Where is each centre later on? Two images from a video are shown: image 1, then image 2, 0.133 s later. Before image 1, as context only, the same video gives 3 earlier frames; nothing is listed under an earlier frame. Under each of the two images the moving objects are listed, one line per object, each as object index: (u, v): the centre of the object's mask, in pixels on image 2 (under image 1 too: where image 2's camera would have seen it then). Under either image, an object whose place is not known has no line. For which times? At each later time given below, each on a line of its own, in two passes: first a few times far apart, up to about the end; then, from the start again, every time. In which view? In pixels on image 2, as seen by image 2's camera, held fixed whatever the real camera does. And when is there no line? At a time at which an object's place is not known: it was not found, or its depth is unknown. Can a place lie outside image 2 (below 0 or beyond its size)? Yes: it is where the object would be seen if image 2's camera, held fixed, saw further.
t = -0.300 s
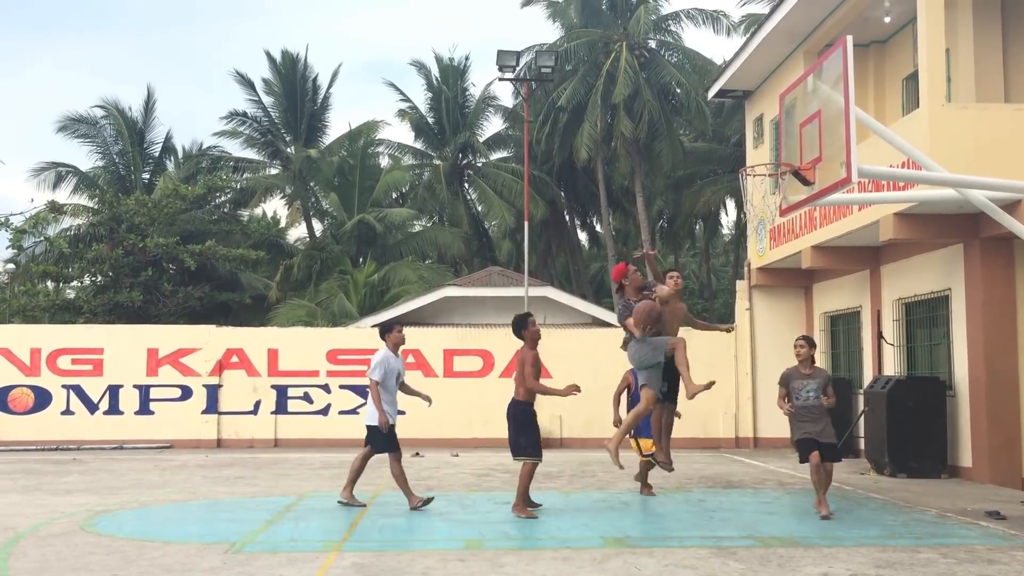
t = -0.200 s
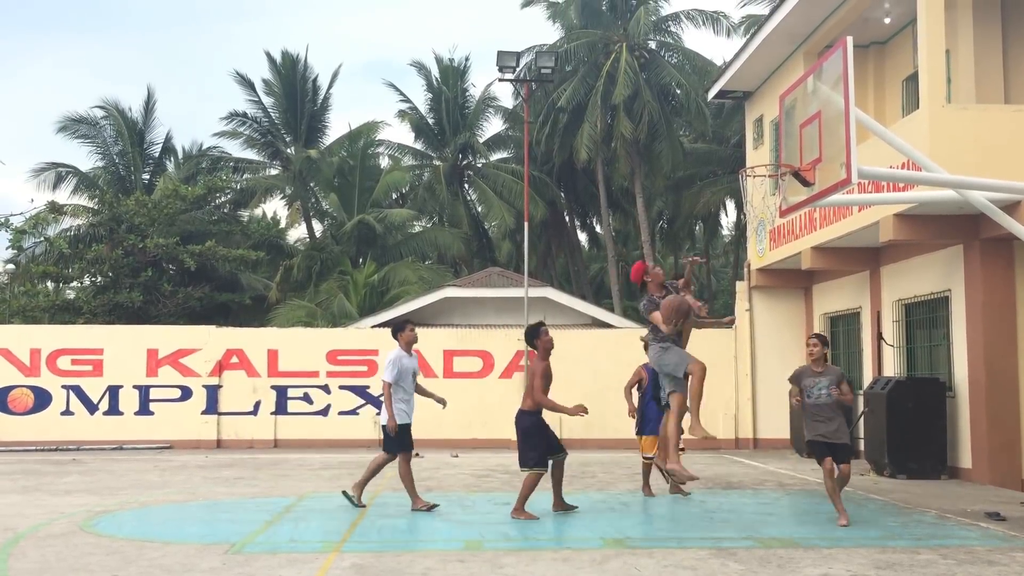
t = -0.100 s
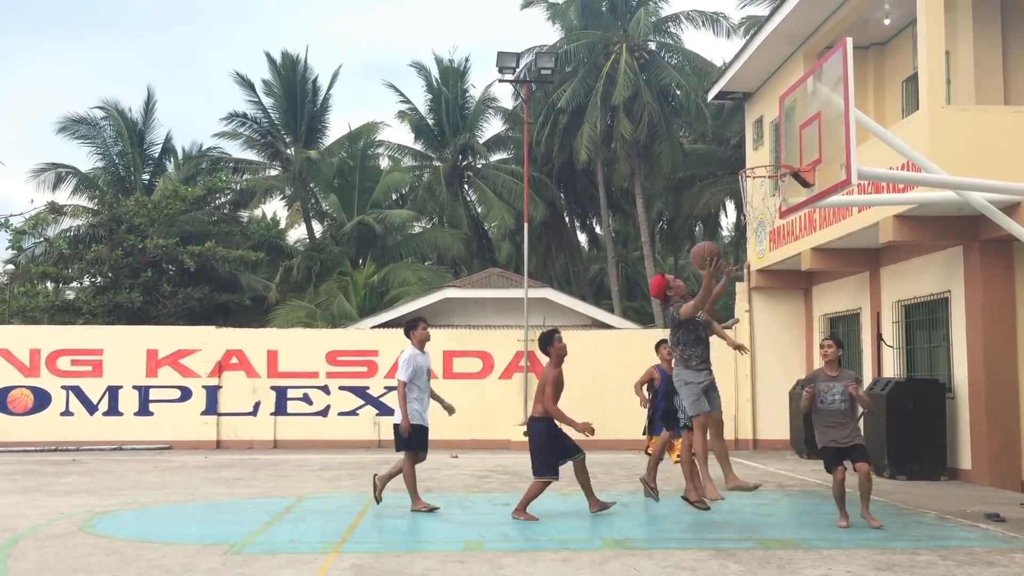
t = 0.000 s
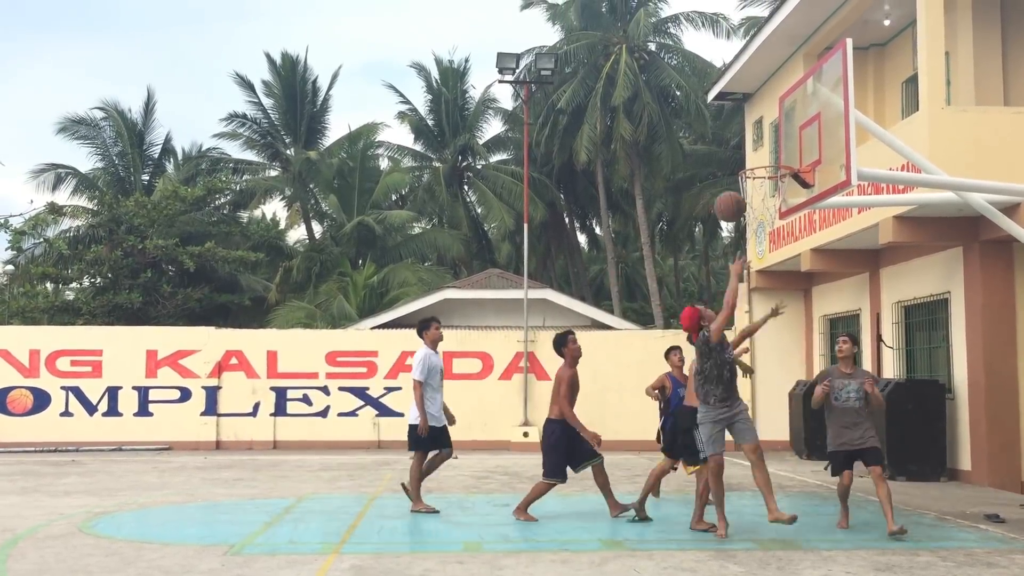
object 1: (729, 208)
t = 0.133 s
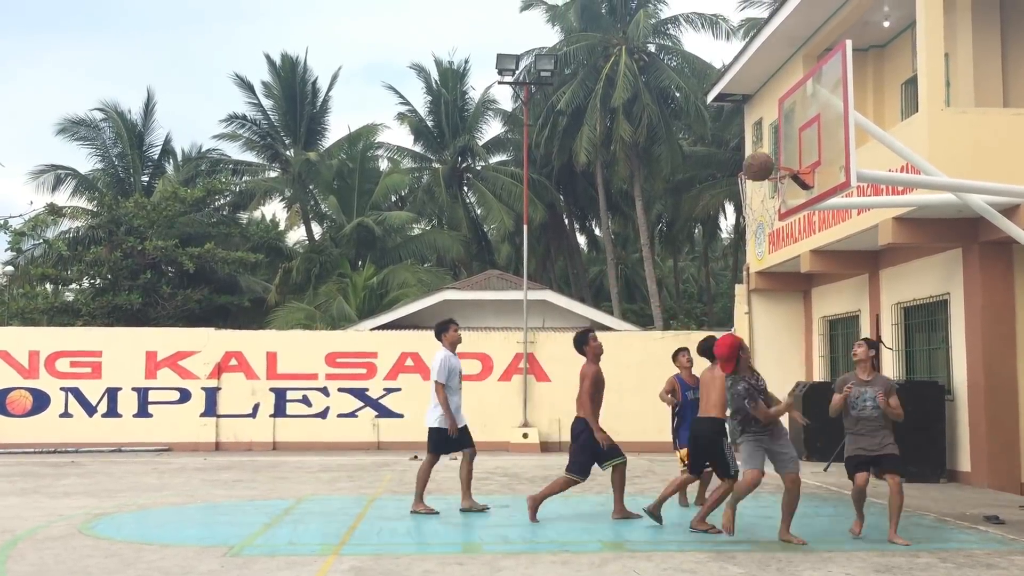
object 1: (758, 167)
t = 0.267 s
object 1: (785, 149)
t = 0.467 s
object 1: (814, 160)
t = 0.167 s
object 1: (766, 160)
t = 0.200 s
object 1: (772, 155)
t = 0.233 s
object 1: (779, 151)
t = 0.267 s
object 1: (785, 149)
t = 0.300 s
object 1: (792, 148)
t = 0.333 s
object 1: (798, 148)
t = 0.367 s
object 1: (804, 149)
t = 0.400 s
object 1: (811, 152)
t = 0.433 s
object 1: (817, 156)
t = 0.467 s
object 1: (814, 160)
